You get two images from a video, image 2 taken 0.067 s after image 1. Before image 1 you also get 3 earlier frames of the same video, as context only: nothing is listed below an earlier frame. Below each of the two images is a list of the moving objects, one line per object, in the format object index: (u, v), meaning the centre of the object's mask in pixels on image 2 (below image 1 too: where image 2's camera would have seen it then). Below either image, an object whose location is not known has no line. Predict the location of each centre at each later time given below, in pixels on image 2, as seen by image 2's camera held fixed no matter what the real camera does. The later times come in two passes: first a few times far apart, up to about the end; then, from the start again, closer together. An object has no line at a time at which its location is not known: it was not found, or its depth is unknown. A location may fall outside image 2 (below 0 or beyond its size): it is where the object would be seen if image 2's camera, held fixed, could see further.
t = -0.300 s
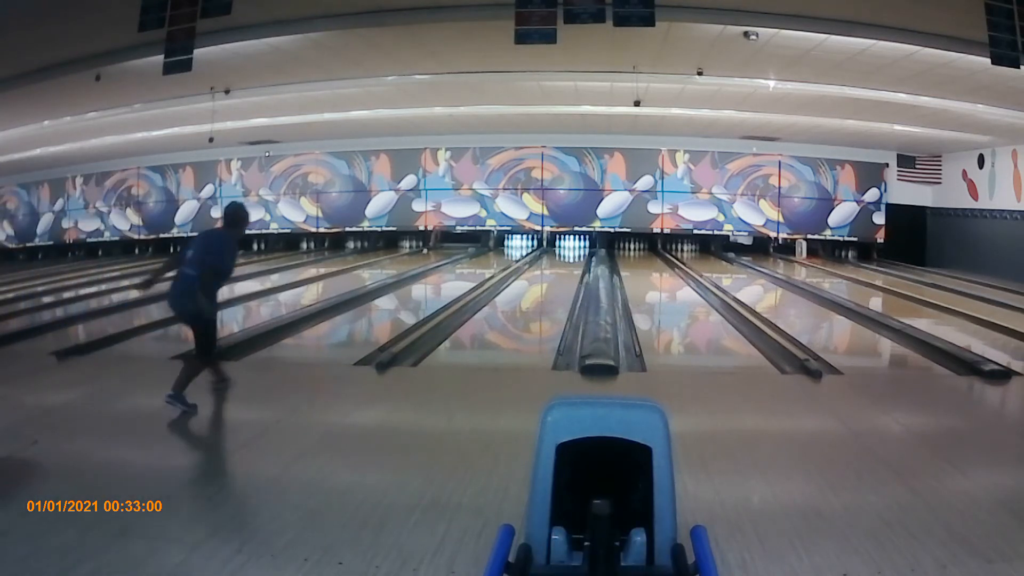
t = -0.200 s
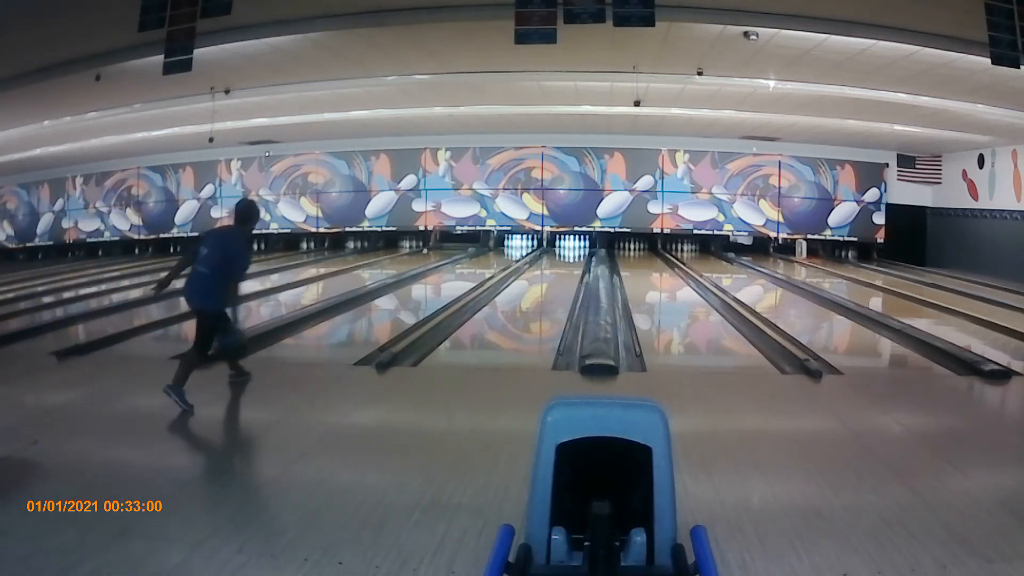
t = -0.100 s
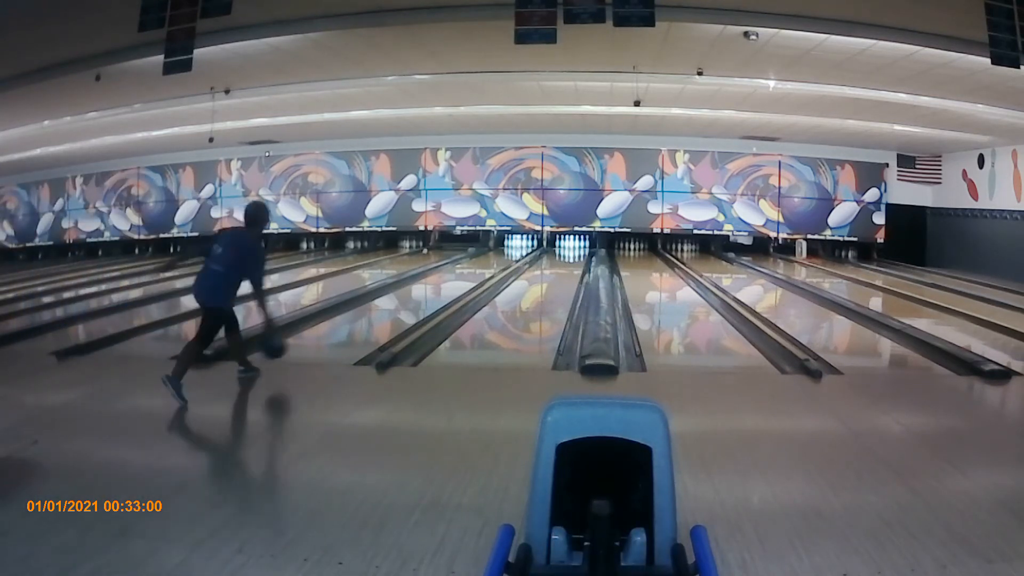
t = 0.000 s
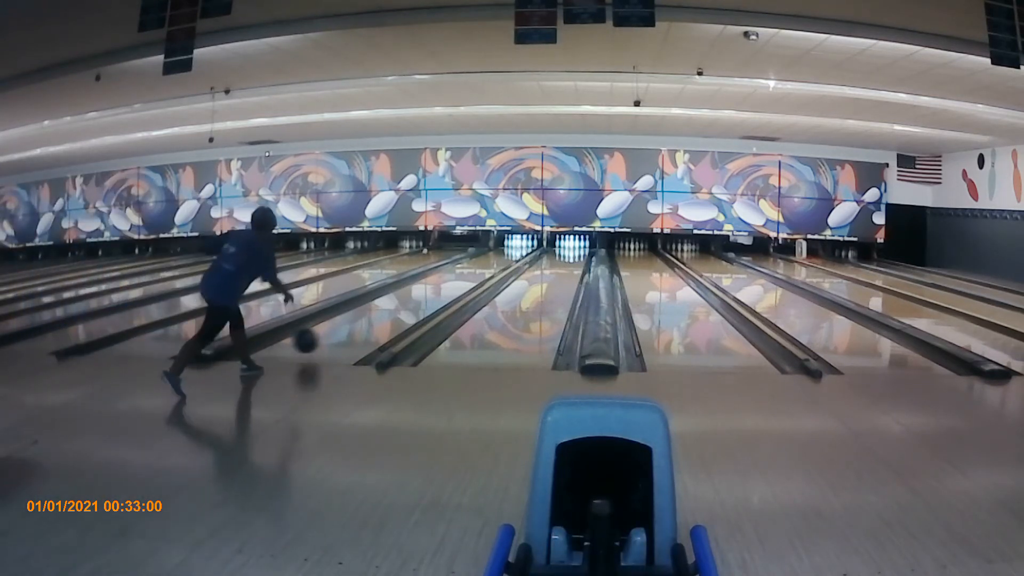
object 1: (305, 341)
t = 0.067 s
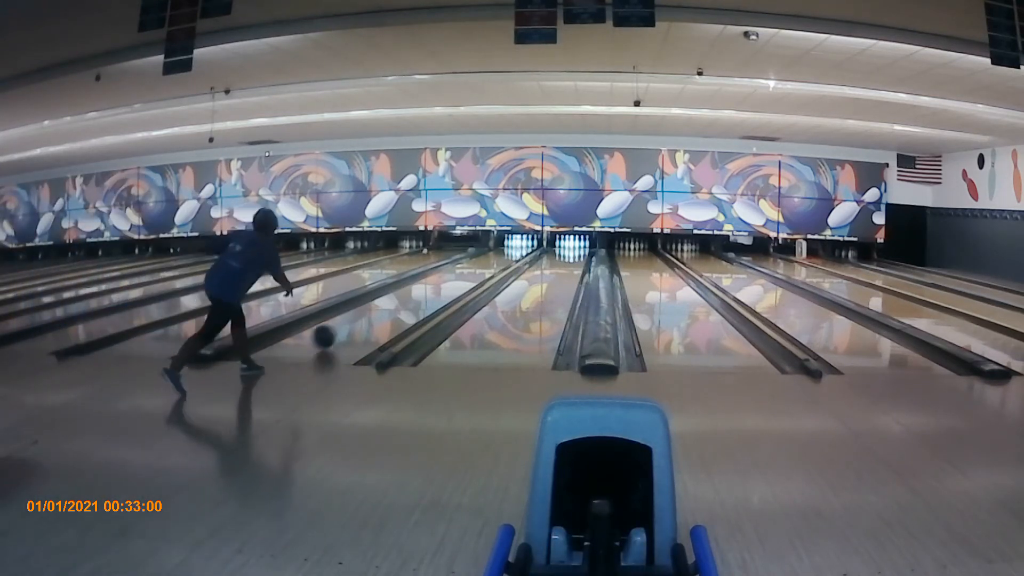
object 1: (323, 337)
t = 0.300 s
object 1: (372, 313)
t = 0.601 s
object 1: (415, 293)
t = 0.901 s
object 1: (443, 281)
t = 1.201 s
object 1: (465, 269)
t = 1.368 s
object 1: (472, 265)
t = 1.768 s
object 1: (491, 255)
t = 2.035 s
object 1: (500, 251)
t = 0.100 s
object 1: (332, 333)
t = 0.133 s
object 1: (340, 329)
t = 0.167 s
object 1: (347, 326)
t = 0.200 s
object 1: (353, 323)
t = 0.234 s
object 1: (360, 319)
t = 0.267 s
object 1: (366, 316)
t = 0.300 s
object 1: (372, 313)
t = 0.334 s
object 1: (378, 311)
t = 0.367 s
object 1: (383, 308)
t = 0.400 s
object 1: (388, 305)
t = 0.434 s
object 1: (393, 303)
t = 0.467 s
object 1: (398, 300)
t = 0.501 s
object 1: (403, 298)
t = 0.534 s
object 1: (407, 297)
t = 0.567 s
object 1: (411, 295)
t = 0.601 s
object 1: (415, 293)
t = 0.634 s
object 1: (419, 290)
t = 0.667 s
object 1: (422, 289)
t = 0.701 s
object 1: (425, 287)
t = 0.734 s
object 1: (429, 286)
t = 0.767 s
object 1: (432, 285)
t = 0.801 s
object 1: (435, 283)
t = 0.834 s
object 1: (438, 282)
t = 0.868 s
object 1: (441, 281)
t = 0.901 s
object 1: (443, 281)
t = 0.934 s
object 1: (446, 279)
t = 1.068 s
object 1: (456, 274)
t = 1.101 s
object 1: (458, 272)
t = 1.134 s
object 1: (460, 271)
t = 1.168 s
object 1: (462, 271)
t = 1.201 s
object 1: (465, 269)
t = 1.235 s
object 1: (467, 269)
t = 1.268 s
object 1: (468, 268)
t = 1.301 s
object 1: (469, 267)
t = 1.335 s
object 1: (471, 267)
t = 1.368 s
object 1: (472, 265)
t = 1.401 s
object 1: (474, 264)
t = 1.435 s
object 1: (476, 263)
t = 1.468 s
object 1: (478, 262)
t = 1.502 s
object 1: (480, 261)
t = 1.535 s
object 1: (482, 260)
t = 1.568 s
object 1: (483, 260)
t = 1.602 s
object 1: (484, 259)
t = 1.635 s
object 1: (486, 259)
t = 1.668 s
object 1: (487, 258)
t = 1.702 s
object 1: (489, 257)
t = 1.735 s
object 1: (490, 256)
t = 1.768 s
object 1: (491, 255)
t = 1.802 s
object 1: (493, 254)
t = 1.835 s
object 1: (493, 254)
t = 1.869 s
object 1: (496, 253)
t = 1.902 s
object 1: (497, 253)
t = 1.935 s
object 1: (498, 254)
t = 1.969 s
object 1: (500, 252)
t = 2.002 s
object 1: (499, 252)
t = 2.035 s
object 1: (500, 251)
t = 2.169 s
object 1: (504, 250)
